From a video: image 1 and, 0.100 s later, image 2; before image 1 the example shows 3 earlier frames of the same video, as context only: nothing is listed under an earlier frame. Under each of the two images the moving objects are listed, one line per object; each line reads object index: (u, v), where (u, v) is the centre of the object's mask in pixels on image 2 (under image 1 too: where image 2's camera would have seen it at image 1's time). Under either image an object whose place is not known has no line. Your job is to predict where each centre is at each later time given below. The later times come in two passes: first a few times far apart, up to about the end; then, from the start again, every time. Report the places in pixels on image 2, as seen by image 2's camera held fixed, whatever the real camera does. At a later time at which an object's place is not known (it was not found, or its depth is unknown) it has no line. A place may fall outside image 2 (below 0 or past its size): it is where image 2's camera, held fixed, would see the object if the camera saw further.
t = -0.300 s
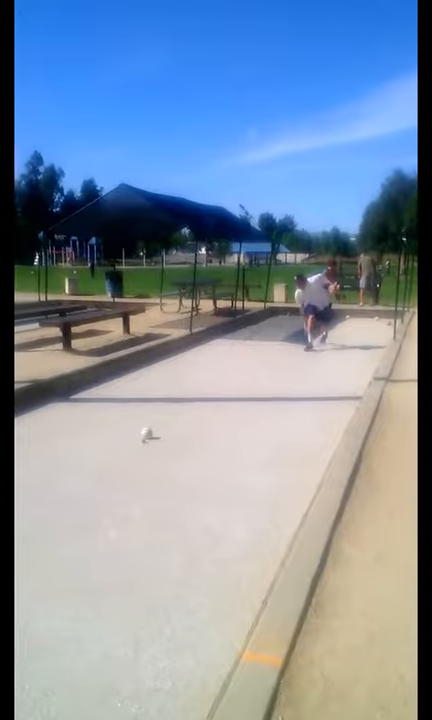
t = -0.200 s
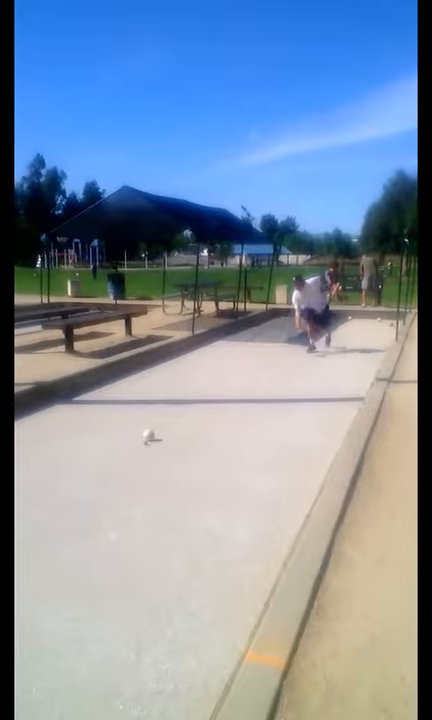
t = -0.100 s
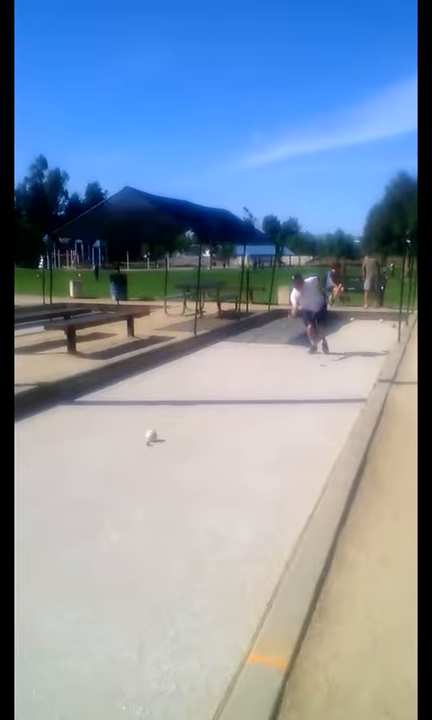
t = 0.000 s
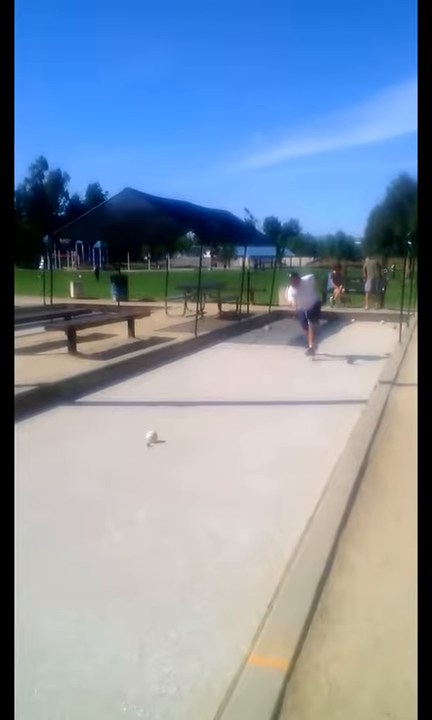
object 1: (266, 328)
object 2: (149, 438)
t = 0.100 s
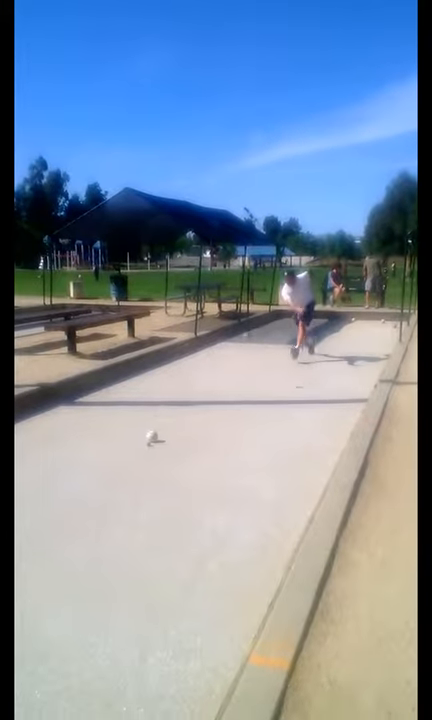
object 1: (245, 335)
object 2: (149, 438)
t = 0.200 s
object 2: (149, 438)
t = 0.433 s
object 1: (154, 423)
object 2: (136, 434)
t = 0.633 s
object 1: (142, 424)
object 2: (62, 451)
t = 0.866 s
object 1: (126, 461)
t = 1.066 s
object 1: (114, 477)
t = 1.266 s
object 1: (100, 492)
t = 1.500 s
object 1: (82, 512)
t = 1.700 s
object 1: (64, 530)
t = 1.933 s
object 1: (45, 554)
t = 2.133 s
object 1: (16, 578)
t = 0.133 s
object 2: (149, 438)
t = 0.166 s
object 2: (149, 438)
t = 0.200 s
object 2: (149, 438)
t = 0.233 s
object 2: (149, 438)
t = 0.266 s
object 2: (149, 438)
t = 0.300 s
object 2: (149, 438)
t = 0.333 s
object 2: (149, 438)
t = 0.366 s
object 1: (163, 420)
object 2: (149, 438)
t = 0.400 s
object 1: (155, 426)
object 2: (146, 437)
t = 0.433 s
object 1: (154, 423)
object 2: (136, 434)
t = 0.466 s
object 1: (152, 420)
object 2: (125, 433)
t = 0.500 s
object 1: (150, 419)
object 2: (114, 434)
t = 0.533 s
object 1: (147, 419)
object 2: (103, 435)
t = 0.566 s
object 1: (146, 419)
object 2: (90, 439)
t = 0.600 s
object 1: (145, 421)
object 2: (77, 445)
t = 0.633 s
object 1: (142, 424)
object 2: (62, 451)
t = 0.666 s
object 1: (140, 429)
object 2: (46, 461)
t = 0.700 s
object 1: (137, 435)
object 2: (31, 474)
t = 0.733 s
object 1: (135, 443)
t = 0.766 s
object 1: (133, 454)
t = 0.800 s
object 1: (131, 458)
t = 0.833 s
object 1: (129, 458)
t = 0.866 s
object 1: (126, 461)
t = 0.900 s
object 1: (124, 465)
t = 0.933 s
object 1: (122, 467)
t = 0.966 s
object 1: (120, 469)
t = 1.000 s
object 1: (118, 472)
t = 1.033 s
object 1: (115, 474)
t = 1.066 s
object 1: (114, 477)
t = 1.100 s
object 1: (111, 479)
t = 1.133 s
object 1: (109, 482)
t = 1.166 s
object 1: (106, 484)
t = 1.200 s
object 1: (104, 487)
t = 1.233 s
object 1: (102, 490)
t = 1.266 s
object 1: (100, 492)
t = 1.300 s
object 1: (97, 495)
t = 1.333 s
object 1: (95, 498)
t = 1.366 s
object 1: (91, 500)
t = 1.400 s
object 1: (90, 503)
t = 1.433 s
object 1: (87, 506)
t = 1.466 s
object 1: (85, 509)
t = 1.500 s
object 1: (82, 512)
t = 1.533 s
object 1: (80, 515)
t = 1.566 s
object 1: (77, 518)
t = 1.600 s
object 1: (75, 521)
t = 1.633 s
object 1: (71, 520)
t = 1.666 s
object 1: (67, 527)
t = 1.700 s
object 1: (64, 530)
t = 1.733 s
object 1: (61, 533)
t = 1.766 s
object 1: (59, 537)
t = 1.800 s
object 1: (57, 540)
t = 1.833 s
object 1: (55, 545)
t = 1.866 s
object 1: (51, 546)
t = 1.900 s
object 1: (48, 551)
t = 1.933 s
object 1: (45, 554)
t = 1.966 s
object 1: (42, 558)
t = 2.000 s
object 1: (39, 561)
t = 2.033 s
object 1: (35, 565)
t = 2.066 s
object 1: (28, 570)
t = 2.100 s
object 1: (22, 574)
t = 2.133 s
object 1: (16, 578)
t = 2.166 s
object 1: (12, 582)
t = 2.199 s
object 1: (12, 585)
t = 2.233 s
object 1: (2, 590)
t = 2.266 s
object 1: (2, 592)
